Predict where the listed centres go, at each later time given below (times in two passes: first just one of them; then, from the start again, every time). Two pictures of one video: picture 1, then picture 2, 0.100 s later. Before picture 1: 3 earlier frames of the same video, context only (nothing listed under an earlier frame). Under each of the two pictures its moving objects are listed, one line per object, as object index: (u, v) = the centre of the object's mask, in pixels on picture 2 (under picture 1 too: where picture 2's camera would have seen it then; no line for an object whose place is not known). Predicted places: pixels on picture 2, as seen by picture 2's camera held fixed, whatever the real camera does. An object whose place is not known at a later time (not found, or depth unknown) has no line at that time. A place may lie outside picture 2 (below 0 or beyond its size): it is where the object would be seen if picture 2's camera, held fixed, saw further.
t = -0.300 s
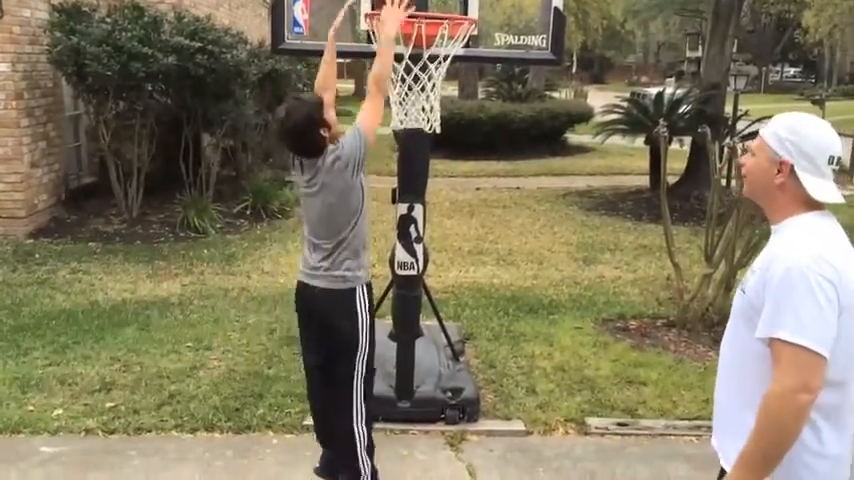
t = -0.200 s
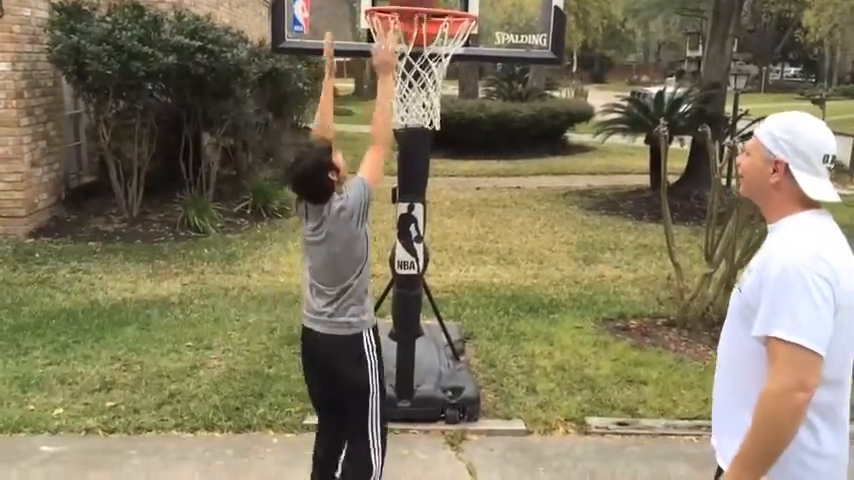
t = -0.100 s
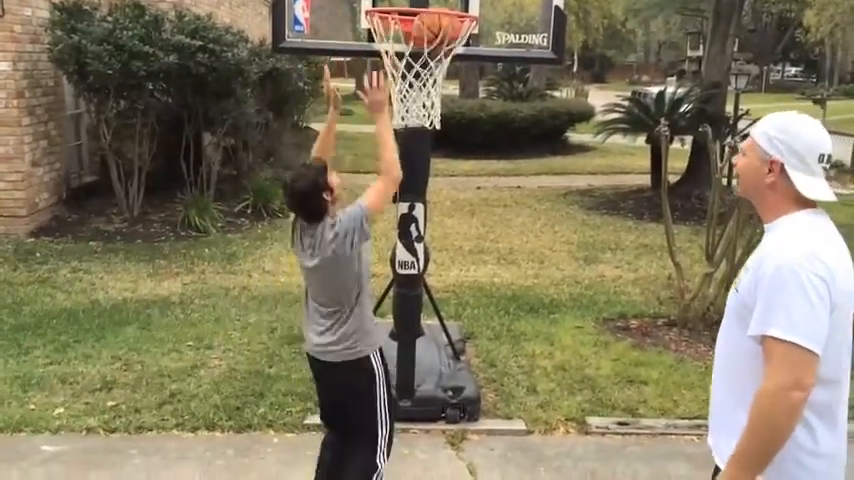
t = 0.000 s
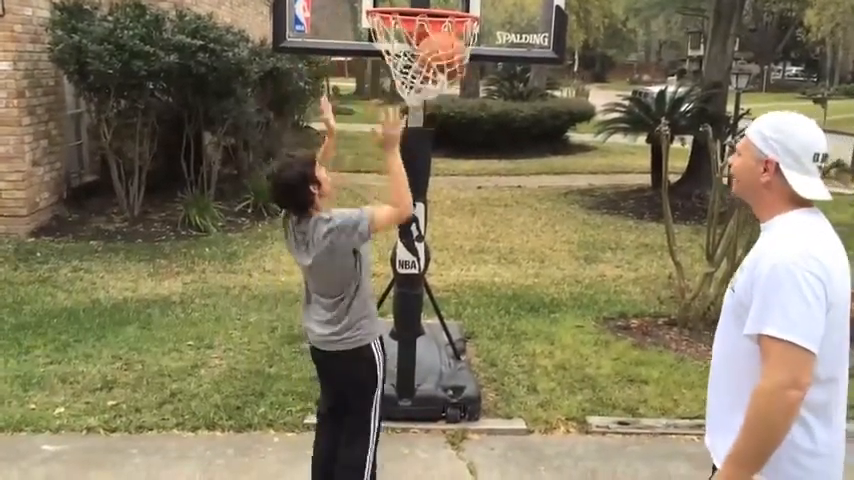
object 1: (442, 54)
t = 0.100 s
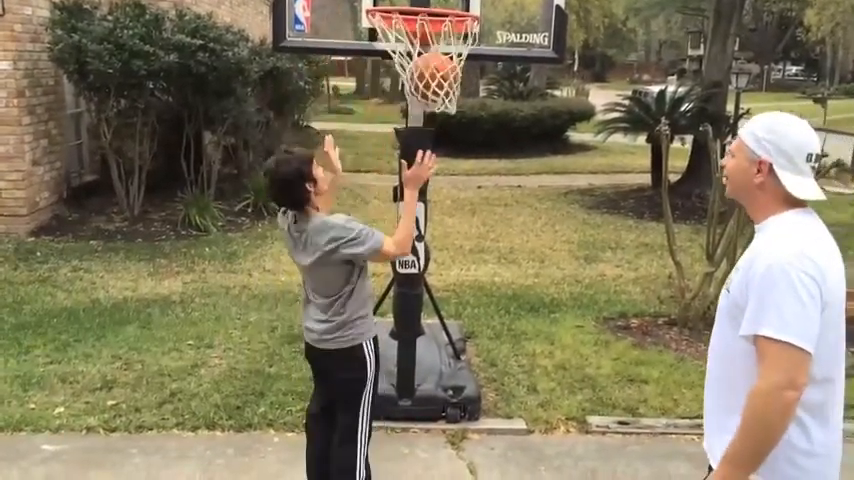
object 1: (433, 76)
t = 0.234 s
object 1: (417, 130)
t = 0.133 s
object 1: (430, 84)
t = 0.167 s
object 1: (426, 96)
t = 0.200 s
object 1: (423, 108)
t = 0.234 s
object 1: (417, 130)
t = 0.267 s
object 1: (414, 138)
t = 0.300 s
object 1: (410, 157)
